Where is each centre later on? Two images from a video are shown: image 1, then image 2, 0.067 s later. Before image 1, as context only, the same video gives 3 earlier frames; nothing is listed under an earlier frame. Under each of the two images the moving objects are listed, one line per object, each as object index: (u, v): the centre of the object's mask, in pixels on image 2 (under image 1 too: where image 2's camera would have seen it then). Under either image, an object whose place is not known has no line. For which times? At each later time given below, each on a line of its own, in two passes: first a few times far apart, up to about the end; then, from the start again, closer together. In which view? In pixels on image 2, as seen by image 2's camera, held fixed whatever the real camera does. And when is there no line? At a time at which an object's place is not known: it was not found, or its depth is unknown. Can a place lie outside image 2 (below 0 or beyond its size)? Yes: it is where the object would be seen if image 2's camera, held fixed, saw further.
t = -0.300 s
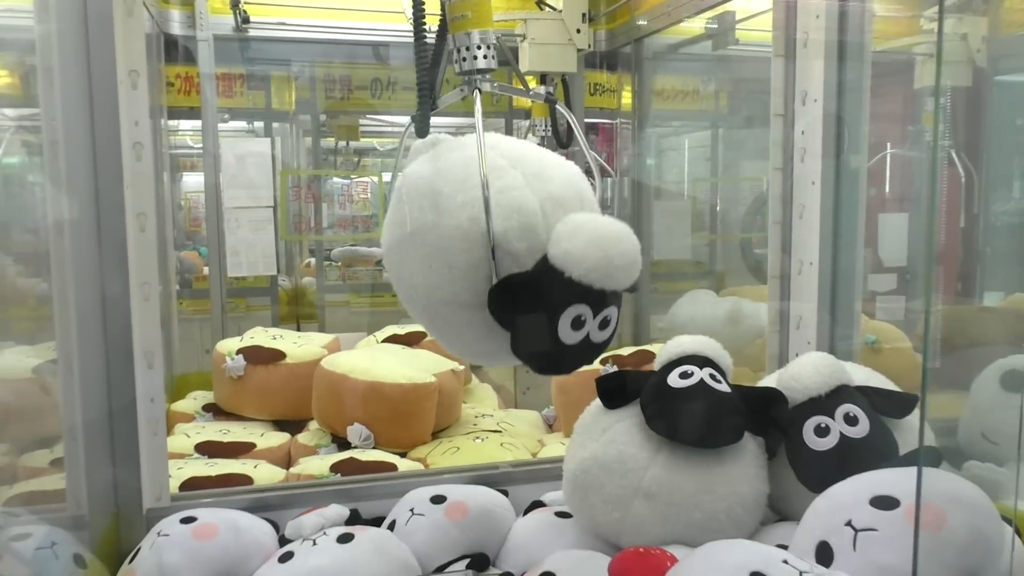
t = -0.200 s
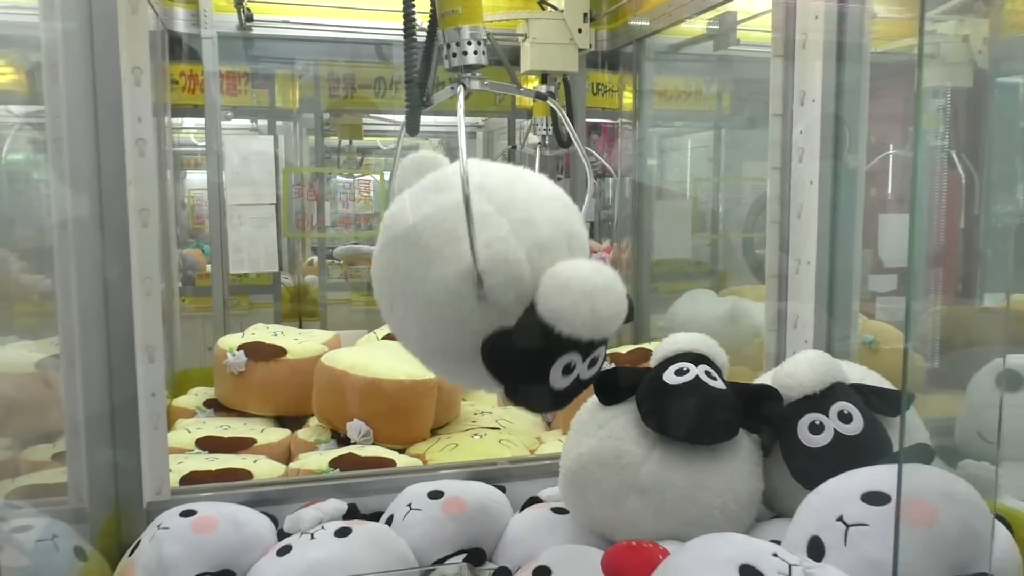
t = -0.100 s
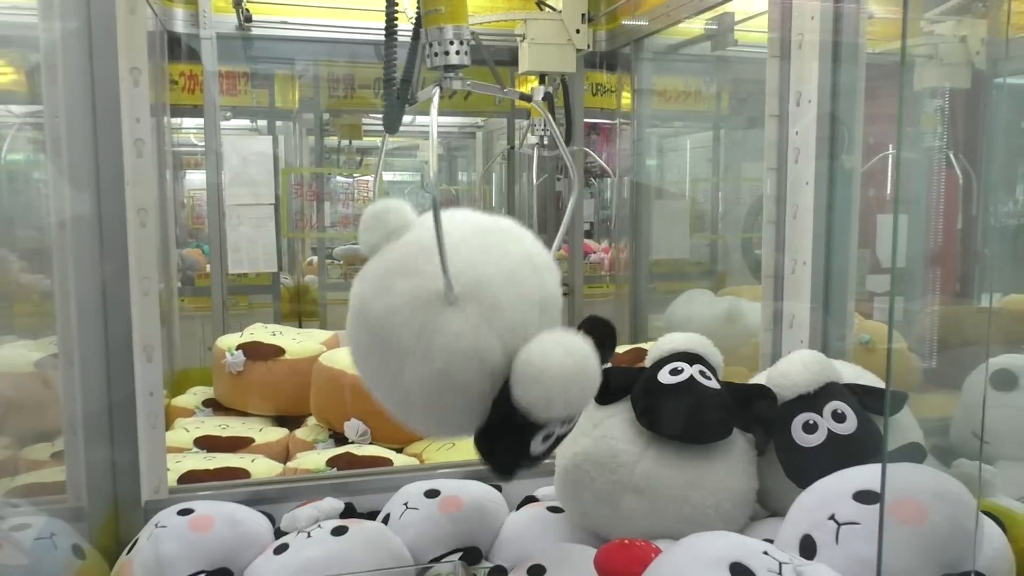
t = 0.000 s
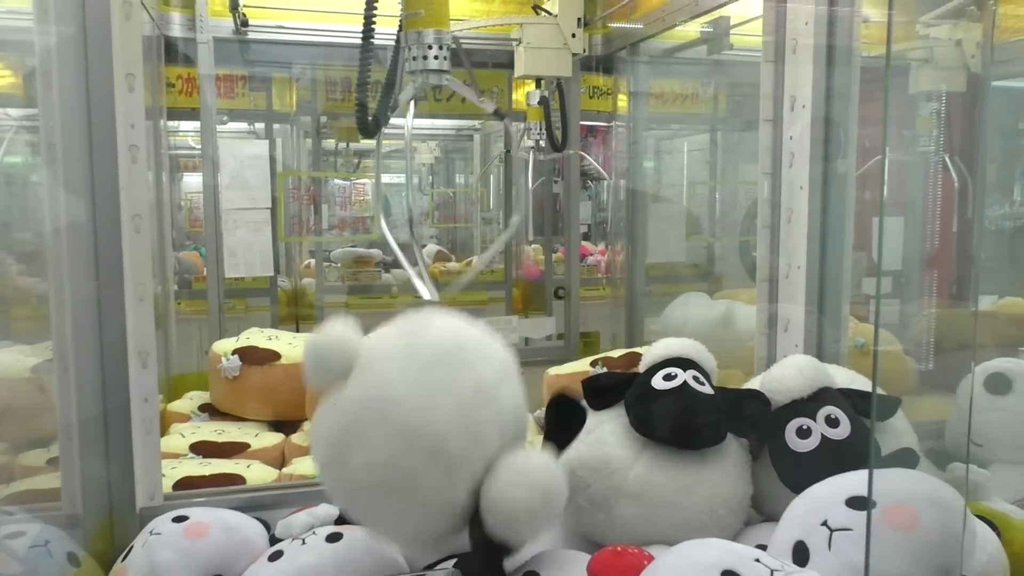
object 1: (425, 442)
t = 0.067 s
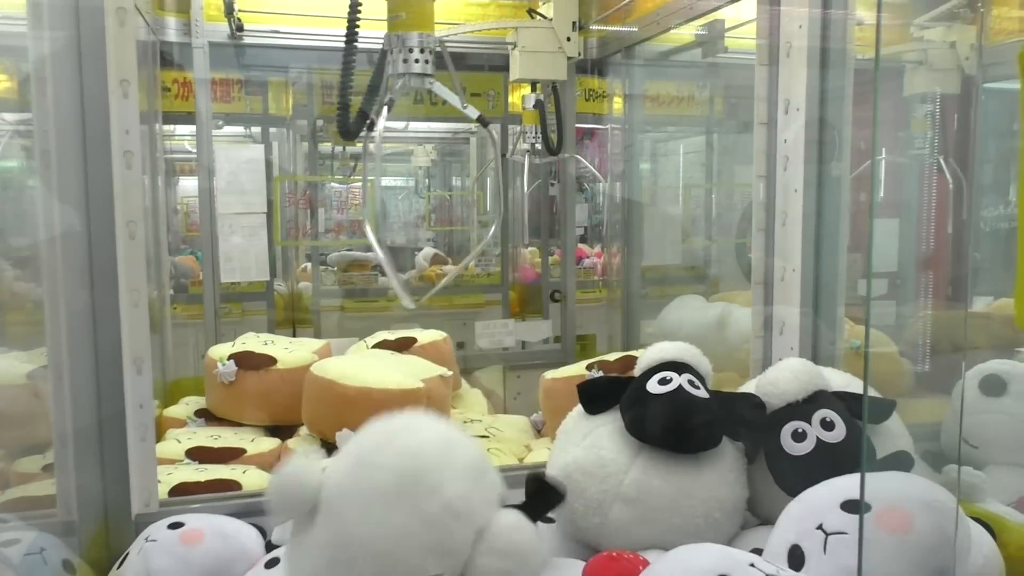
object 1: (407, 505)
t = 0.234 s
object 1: (369, 475)
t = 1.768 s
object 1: (361, 514)
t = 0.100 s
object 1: (399, 511)
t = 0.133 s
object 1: (388, 499)
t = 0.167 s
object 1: (378, 488)
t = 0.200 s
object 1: (373, 479)
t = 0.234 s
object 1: (369, 475)
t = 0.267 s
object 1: (366, 477)
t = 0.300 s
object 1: (361, 482)
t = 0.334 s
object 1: (355, 491)
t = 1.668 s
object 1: (361, 514)
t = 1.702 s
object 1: (361, 514)
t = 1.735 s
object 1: (361, 514)
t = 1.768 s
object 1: (361, 514)
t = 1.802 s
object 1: (361, 514)
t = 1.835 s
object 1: (361, 514)
